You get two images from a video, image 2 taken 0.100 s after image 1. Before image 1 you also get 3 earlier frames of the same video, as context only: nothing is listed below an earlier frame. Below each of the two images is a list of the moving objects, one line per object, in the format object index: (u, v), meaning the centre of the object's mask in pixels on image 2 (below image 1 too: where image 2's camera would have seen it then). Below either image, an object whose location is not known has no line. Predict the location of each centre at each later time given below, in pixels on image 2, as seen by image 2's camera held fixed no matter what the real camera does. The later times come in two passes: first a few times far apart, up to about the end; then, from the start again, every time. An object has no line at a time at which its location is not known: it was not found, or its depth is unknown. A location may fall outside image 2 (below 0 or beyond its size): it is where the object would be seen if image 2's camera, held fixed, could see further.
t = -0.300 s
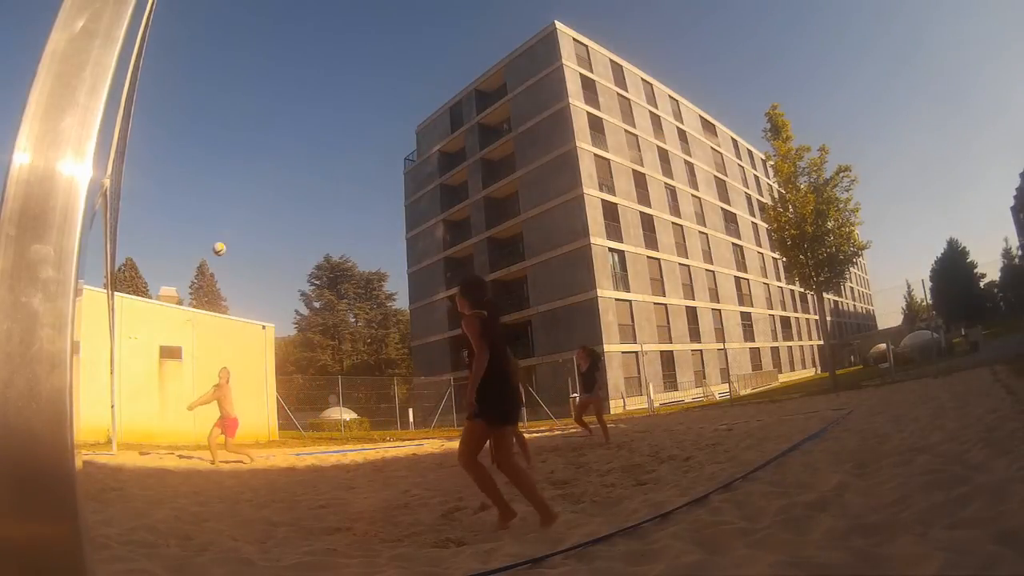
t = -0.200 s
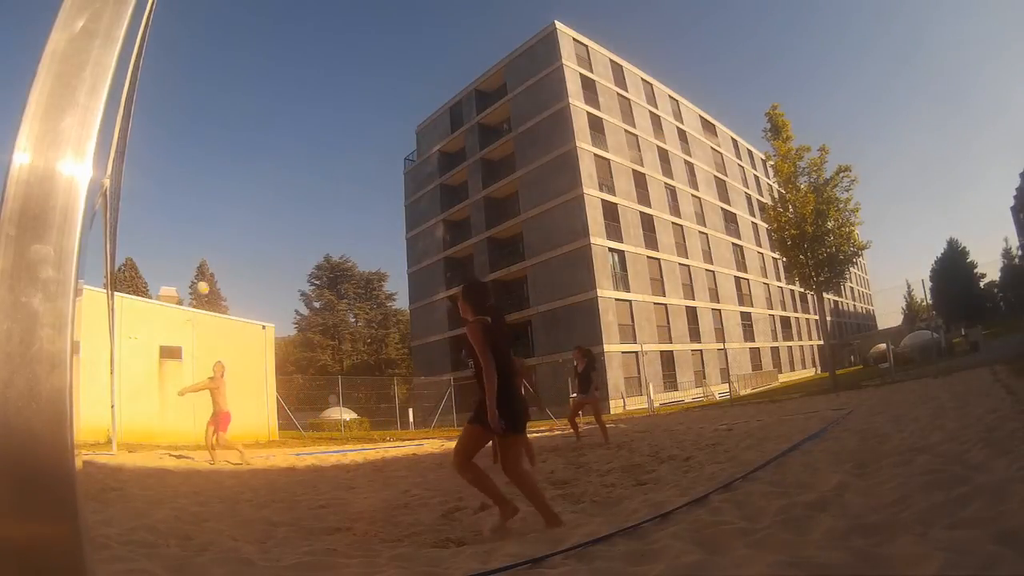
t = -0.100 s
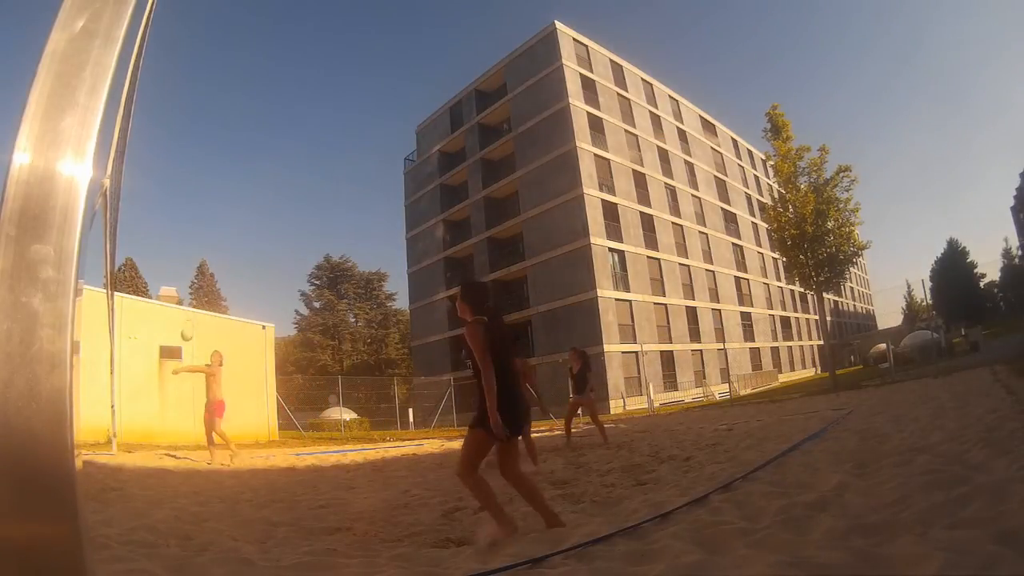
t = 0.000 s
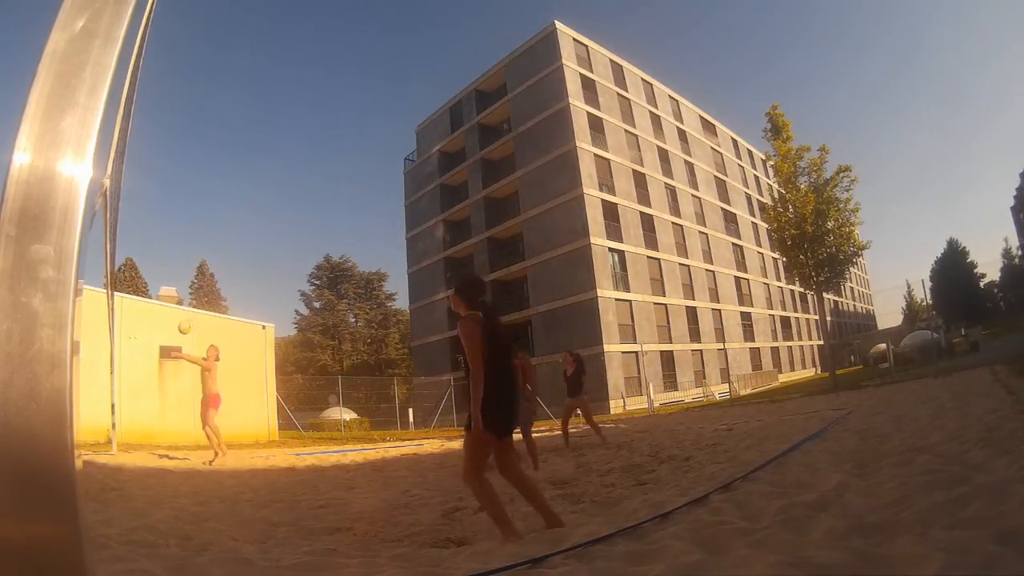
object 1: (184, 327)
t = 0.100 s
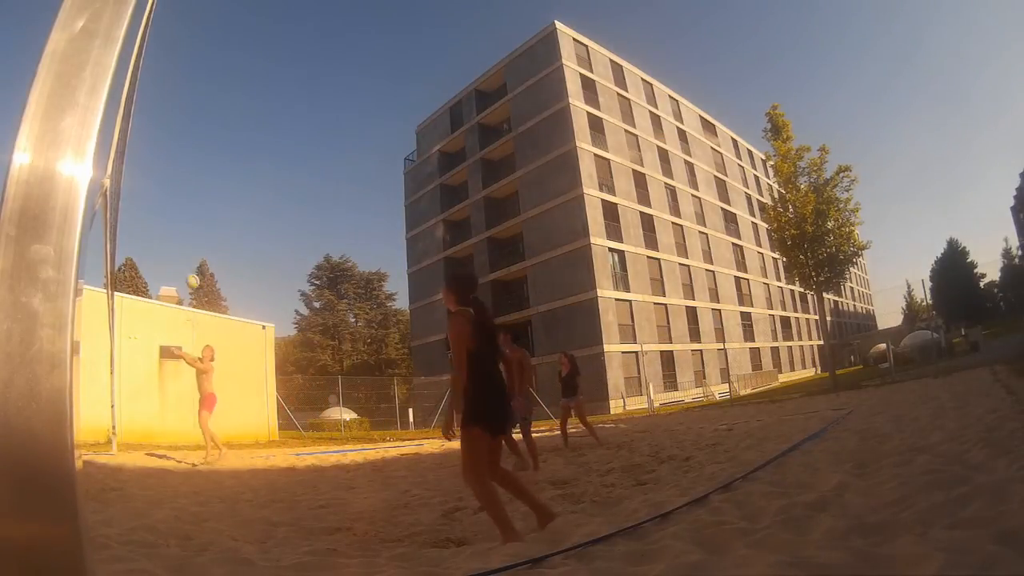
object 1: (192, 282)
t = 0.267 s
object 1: (210, 214)
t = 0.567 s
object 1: (249, 128)
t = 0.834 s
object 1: (289, 92)
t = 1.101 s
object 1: (341, 110)
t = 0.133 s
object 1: (195, 267)
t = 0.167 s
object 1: (199, 253)
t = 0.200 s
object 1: (202, 239)
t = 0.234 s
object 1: (206, 227)
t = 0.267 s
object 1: (210, 214)
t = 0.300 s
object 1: (213, 202)
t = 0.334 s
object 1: (218, 191)
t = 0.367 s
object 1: (222, 180)
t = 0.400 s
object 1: (226, 170)
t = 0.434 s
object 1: (231, 161)
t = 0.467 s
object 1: (235, 152)
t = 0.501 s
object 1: (239, 143)
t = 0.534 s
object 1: (244, 135)
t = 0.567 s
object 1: (249, 128)
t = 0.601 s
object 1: (254, 121)
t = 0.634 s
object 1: (258, 115)
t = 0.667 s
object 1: (263, 110)
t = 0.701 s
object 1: (268, 105)
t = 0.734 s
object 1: (273, 101)
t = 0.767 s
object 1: (278, 97)
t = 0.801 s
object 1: (284, 94)
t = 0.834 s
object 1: (289, 92)
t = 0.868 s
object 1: (295, 91)
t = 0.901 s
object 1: (301, 90)
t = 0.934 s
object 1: (307, 91)
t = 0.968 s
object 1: (313, 92)
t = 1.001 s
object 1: (320, 95)
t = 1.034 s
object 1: (326, 98)
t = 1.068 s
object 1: (333, 103)
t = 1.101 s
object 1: (341, 110)
